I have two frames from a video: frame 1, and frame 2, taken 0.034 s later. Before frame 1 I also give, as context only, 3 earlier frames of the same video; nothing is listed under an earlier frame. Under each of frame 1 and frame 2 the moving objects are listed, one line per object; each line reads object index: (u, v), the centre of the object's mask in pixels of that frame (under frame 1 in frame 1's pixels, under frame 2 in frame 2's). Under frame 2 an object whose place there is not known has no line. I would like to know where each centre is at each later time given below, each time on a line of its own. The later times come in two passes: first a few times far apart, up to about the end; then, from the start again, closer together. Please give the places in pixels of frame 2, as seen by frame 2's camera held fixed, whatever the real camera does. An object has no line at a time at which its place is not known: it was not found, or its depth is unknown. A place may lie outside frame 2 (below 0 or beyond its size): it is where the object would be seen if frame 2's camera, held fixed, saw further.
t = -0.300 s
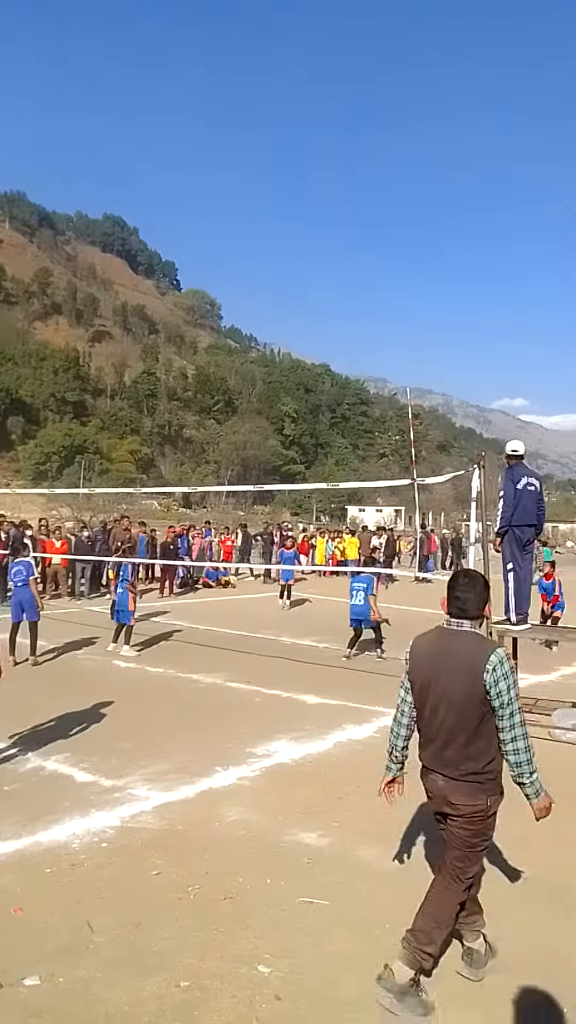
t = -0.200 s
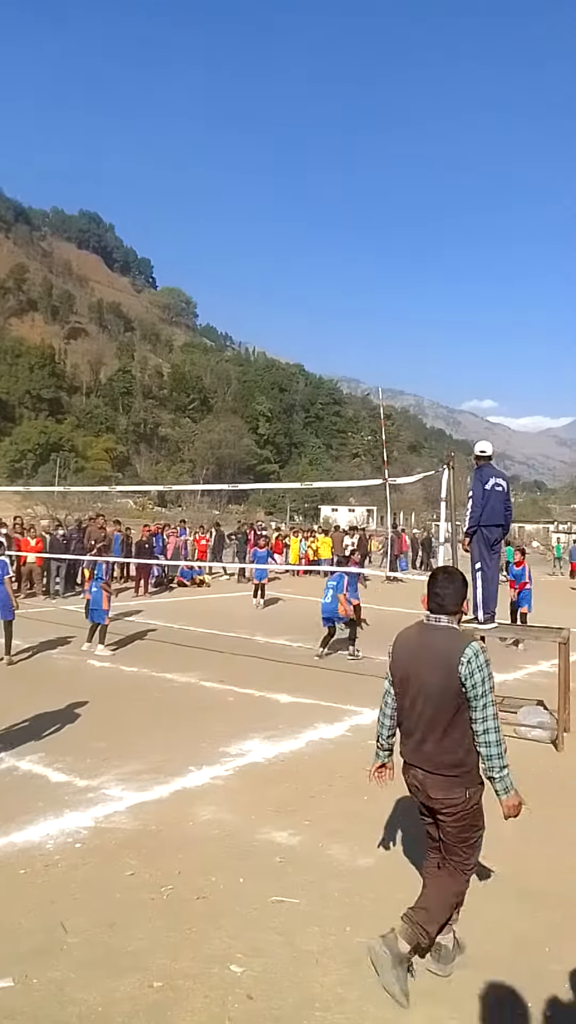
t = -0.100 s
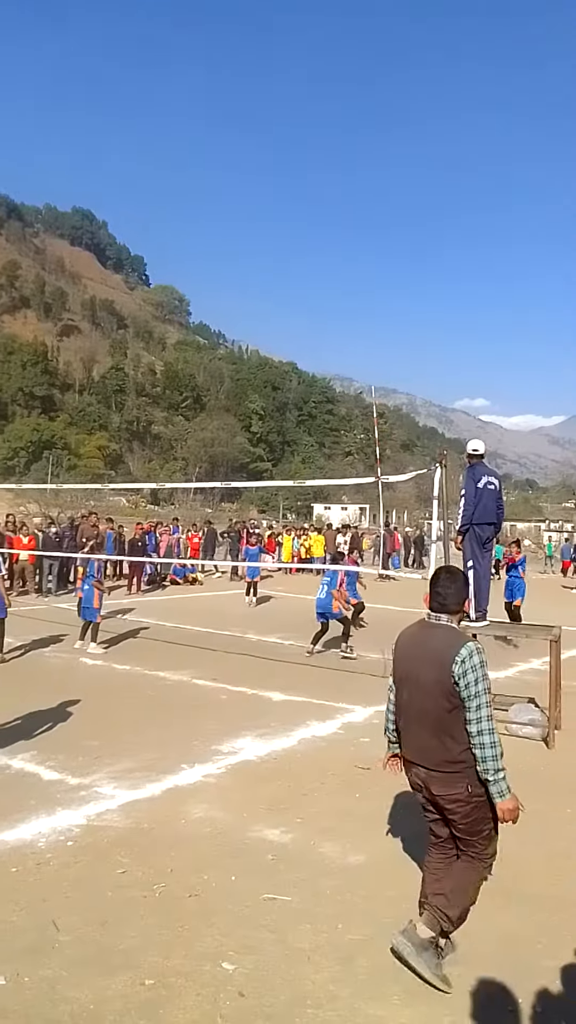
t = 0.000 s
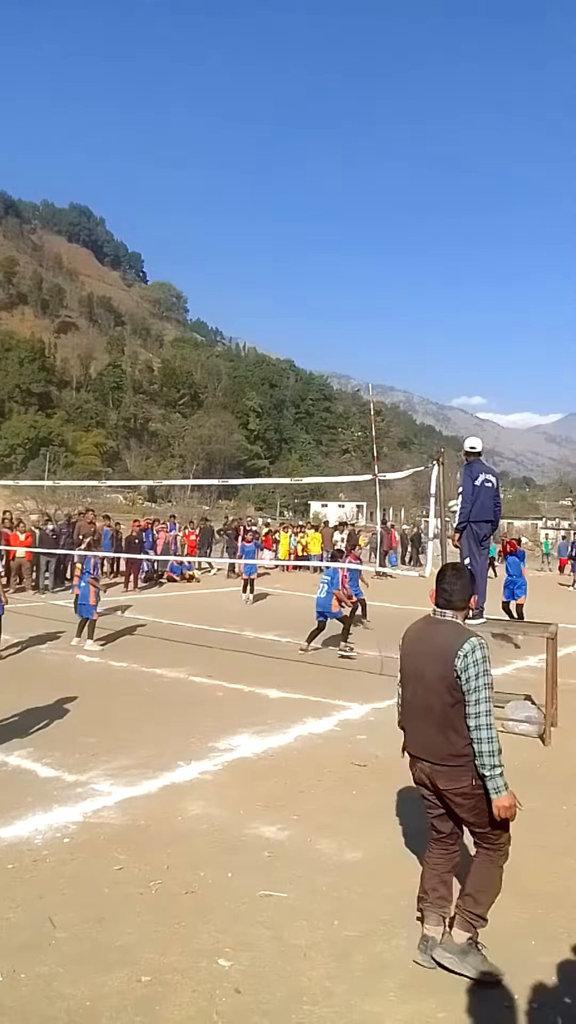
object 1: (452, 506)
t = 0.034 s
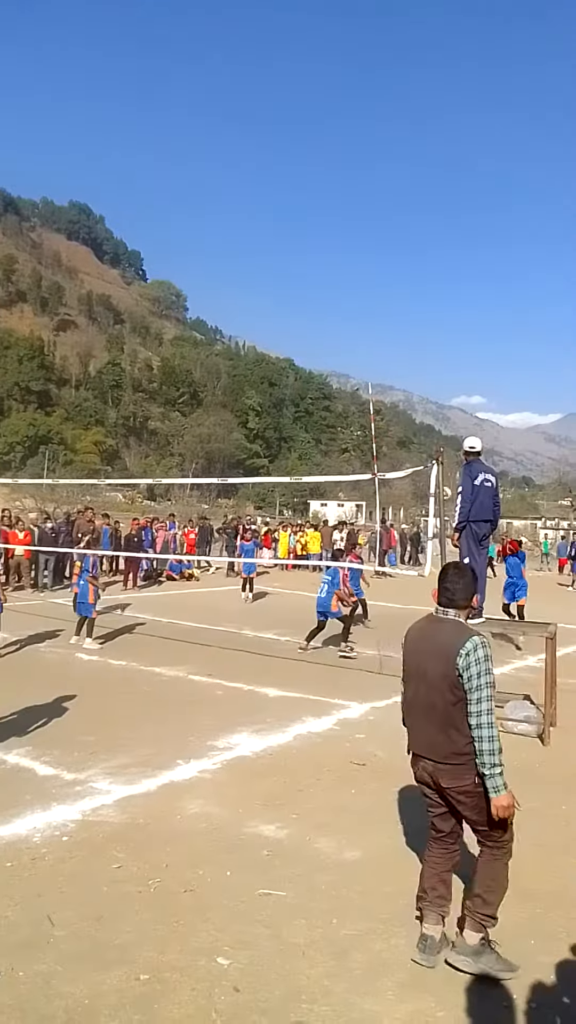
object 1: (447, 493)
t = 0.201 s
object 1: (390, 440)
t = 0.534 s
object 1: (283, 393)
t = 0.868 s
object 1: (174, 422)
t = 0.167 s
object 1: (402, 449)
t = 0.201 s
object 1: (390, 440)
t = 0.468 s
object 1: (304, 397)
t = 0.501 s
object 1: (294, 395)
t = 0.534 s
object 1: (283, 393)
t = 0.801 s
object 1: (194, 412)
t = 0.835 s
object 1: (184, 416)
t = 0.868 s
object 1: (174, 422)
